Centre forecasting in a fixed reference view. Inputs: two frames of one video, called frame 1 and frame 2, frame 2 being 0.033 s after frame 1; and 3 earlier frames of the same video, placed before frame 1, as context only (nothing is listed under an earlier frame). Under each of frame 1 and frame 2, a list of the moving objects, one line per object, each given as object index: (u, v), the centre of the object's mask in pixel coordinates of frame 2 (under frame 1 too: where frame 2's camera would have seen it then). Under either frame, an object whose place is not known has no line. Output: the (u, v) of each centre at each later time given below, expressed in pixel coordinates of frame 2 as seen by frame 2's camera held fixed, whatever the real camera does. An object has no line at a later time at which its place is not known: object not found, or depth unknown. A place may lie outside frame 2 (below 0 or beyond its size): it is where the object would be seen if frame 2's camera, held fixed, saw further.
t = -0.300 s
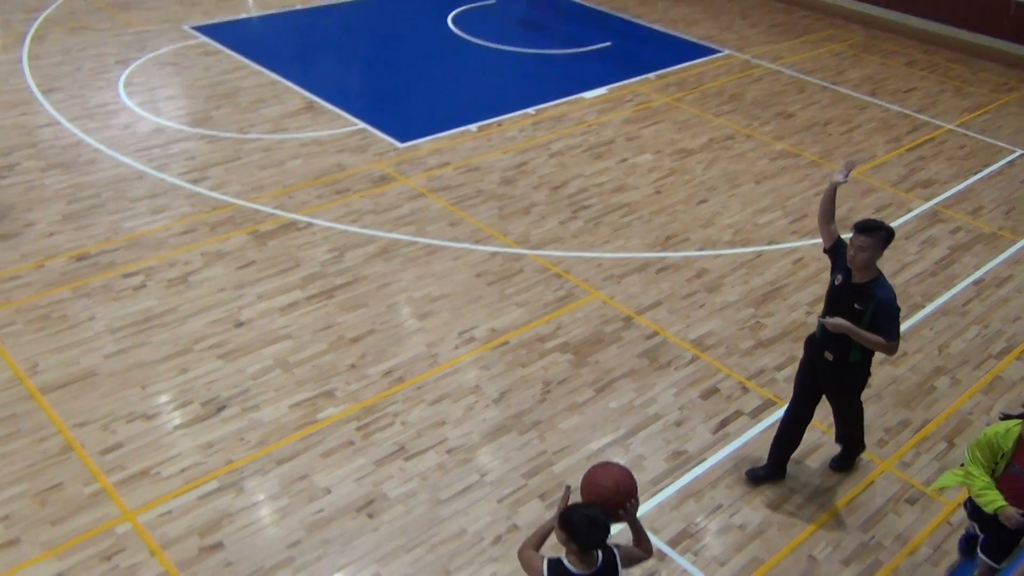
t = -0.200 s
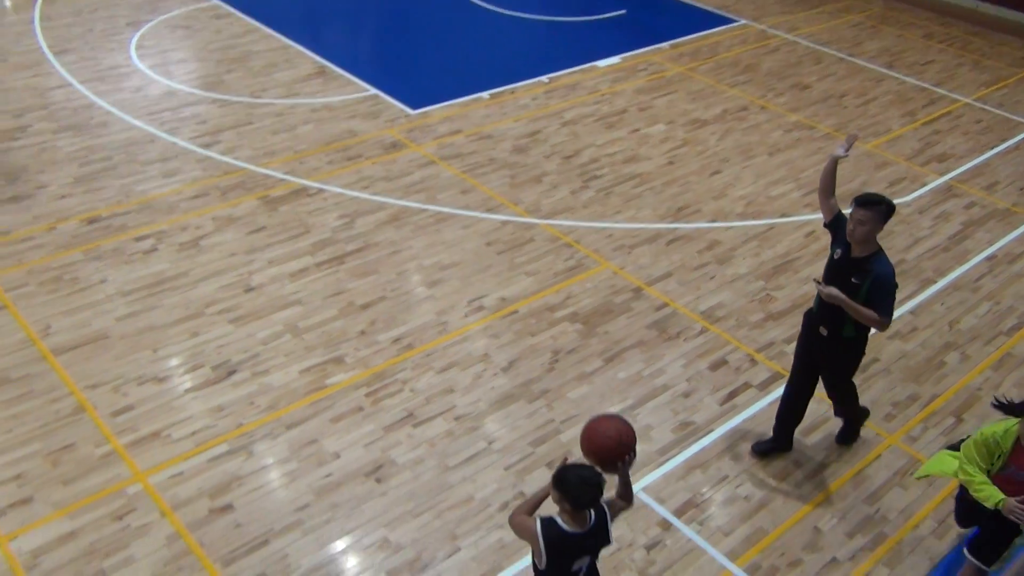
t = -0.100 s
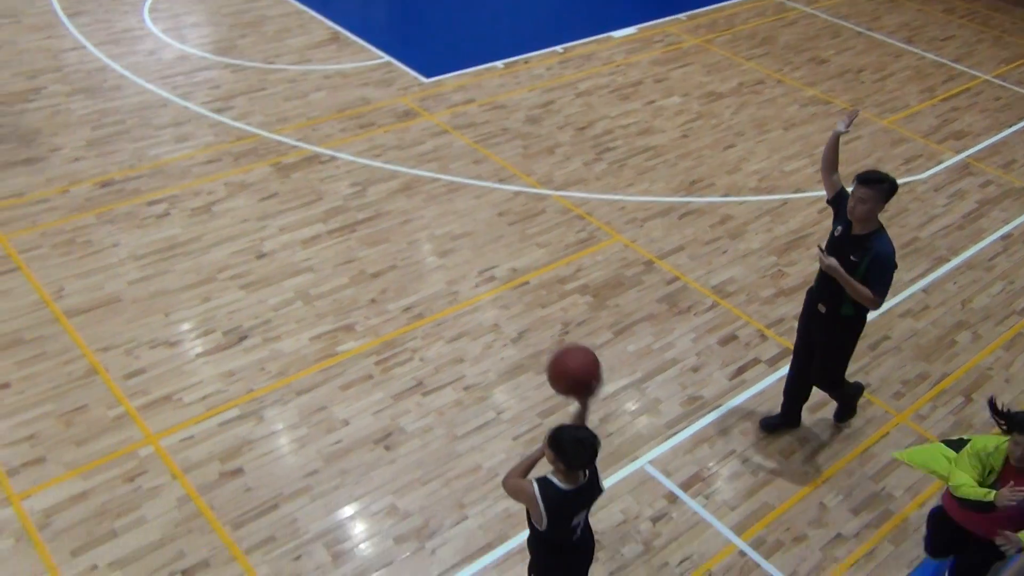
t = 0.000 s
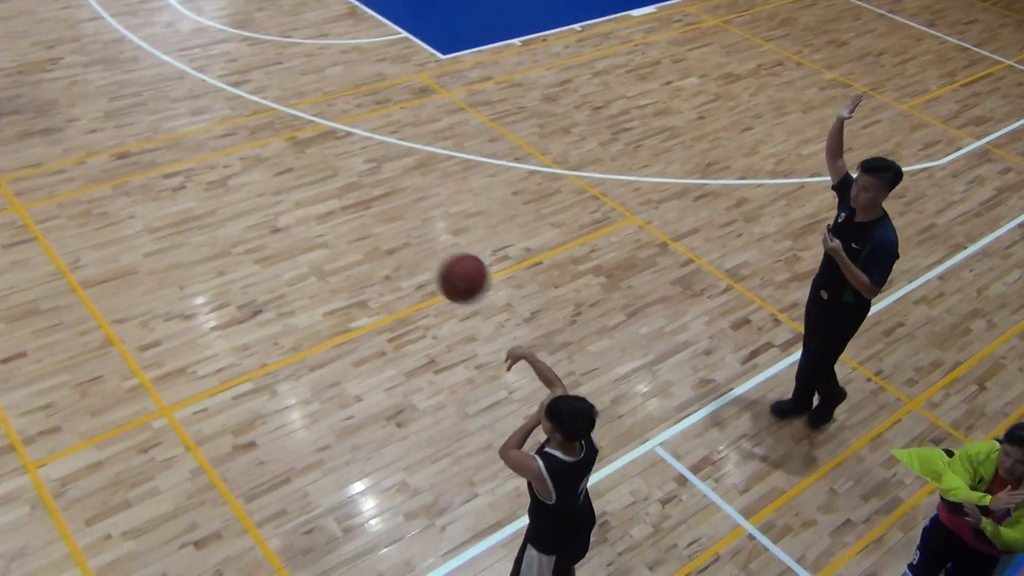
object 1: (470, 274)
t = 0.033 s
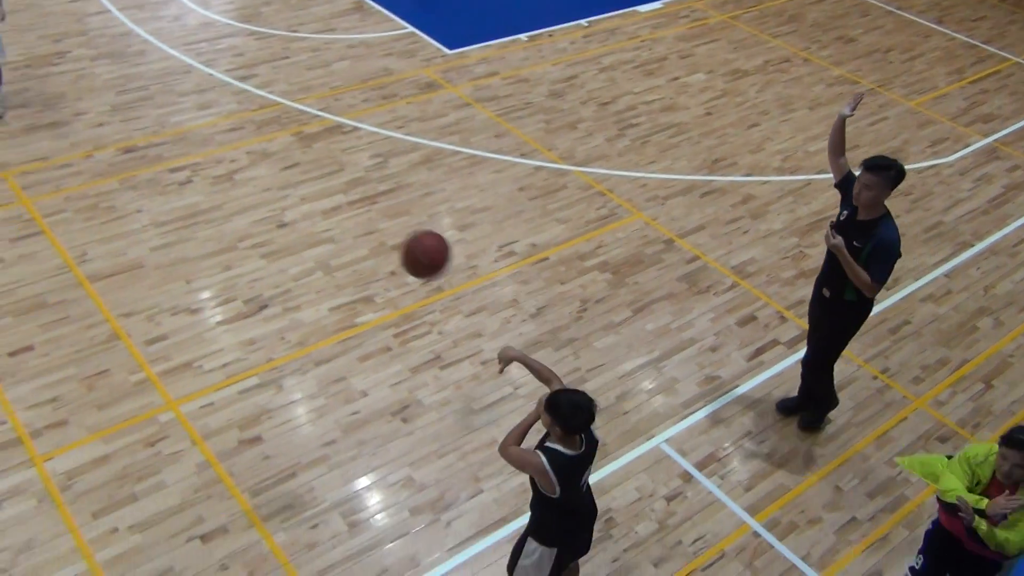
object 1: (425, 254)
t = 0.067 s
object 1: (384, 238)
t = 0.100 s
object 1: (345, 225)
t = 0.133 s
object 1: (308, 214)
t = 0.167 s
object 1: (274, 206)
